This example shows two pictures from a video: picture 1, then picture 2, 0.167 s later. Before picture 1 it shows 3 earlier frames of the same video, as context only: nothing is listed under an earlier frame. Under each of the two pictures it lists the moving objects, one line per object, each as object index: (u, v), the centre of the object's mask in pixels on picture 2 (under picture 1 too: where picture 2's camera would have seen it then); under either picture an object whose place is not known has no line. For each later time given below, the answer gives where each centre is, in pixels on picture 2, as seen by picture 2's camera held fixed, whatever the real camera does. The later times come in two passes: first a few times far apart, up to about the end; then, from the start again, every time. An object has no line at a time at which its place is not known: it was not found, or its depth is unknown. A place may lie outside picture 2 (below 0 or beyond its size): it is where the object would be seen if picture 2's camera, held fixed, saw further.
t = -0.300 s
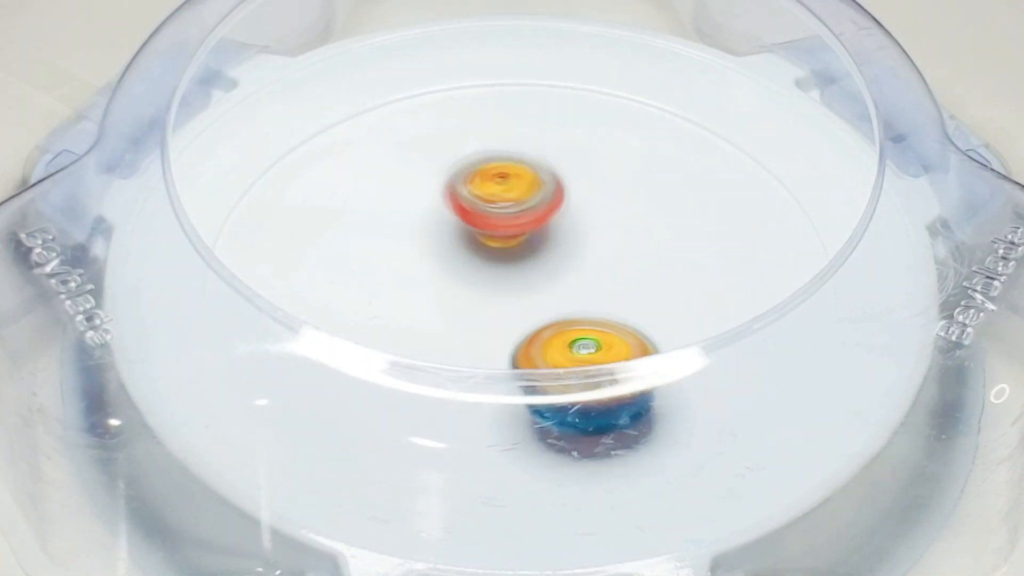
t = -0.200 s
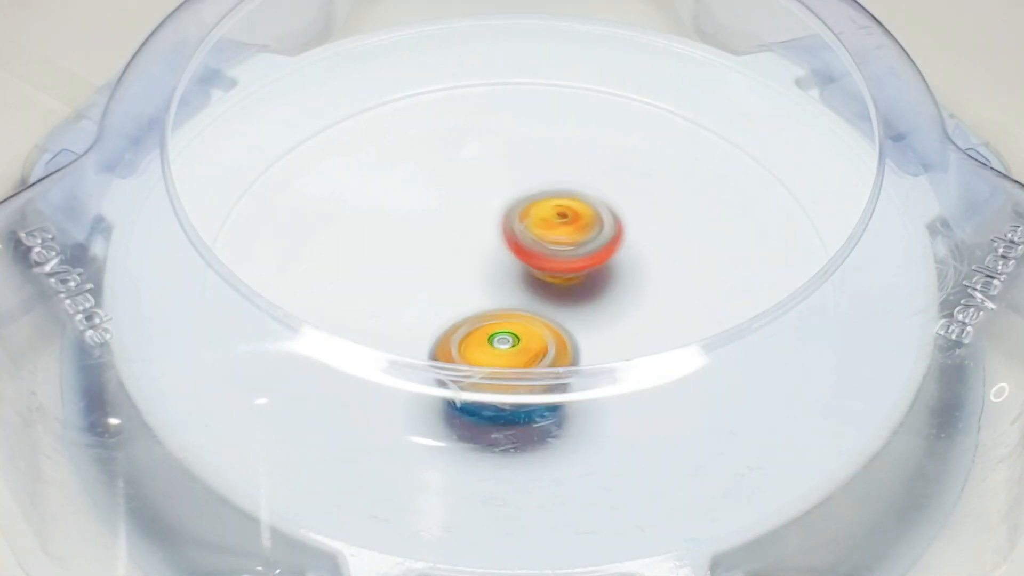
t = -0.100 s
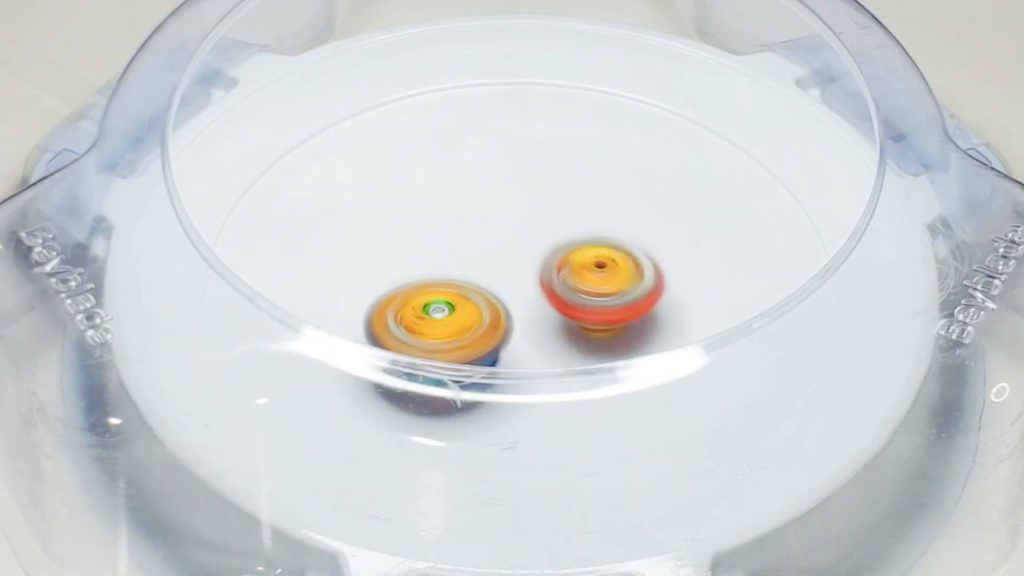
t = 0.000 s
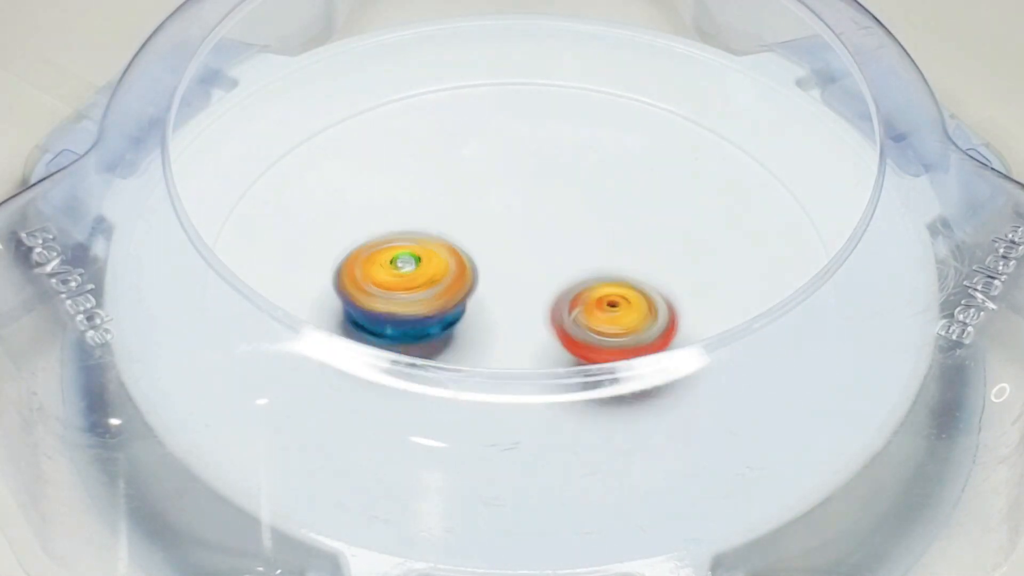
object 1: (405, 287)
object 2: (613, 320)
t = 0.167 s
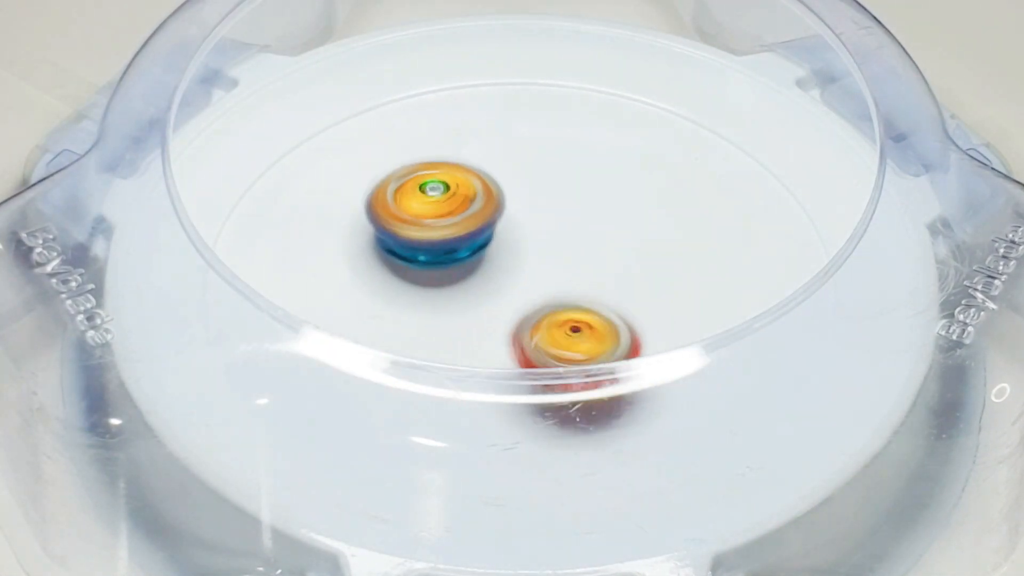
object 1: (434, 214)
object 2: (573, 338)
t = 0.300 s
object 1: (518, 186)
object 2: (529, 325)
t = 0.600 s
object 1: (676, 268)
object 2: (443, 256)
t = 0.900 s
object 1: (526, 370)
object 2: (449, 288)
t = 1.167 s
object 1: (409, 320)
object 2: (466, 237)
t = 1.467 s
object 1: (424, 283)
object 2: (590, 126)
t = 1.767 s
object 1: (439, 252)
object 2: (749, 246)
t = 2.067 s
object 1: (501, 302)
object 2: (599, 399)
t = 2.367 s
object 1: (460, 232)
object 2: (502, 406)
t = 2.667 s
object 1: (549, 83)
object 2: (528, 456)
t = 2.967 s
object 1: (632, 204)
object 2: (580, 299)
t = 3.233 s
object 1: (655, 164)
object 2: (322, 417)
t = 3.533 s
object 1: (603, 312)
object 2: (319, 176)
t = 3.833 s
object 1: (539, 308)
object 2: (446, 240)
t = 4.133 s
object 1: (598, 419)
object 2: (454, 177)
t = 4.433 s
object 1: (494, 324)
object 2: (478, 229)
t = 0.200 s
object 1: (452, 204)
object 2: (560, 337)
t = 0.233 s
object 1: (473, 196)
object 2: (549, 335)
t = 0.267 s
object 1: (495, 190)
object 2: (538, 330)
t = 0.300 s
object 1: (518, 186)
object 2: (529, 325)
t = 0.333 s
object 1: (541, 186)
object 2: (520, 317)
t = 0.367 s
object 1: (563, 188)
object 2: (511, 307)
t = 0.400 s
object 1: (586, 194)
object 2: (503, 298)
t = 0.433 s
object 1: (607, 201)
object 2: (492, 288)
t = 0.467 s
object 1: (626, 210)
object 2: (483, 280)
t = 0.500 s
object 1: (643, 223)
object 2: (472, 272)
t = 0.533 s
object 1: (658, 238)
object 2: (462, 266)
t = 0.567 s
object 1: (669, 252)
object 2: (452, 260)
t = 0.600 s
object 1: (676, 268)
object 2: (443, 256)
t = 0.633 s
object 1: (678, 285)
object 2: (436, 253)
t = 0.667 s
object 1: (674, 297)
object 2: (430, 254)
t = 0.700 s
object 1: (664, 309)
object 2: (426, 254)
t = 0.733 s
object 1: (649, 319)
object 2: (424, 258)
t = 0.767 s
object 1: (632, 343)
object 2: (426, 264)
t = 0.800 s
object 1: (608, 357)
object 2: (428, 270)
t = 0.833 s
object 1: (579, 367)
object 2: (435, 277)
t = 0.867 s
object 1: (550, 368)
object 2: (443, 286)
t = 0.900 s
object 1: (526, 370)
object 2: (449, 288)
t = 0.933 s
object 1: (503, 370)
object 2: (448, 282)
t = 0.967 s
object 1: (480, 403)
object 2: (448, 273)
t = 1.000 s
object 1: (466, 402)
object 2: (448, 267)
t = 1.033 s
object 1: (445, 400)
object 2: (449, 262)
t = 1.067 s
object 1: (437, 362)
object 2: (451, 258)
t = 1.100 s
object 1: (425, 352)
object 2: (452, 254)
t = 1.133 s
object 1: (421, 325)
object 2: (455, 250)
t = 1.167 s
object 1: (409, 320)
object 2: (466, 237)
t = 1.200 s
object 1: (391, 332)
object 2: (486, 212)
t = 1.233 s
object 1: (380, 329)
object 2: (505, 187)
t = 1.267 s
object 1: (379, 315)
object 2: (522, 164)
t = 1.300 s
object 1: (377, 312)
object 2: (537, 148)
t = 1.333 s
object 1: (378, 309)
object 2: (551, 133)
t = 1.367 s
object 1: (384, 305)
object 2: (564, 124)
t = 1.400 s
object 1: (394, 300)
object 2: (575, 120)
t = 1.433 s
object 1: (408, 294)
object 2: (584, 120)
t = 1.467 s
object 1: (424, 283)
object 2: (590, 126)
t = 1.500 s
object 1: (443, 270)
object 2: (594, 136)
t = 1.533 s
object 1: (462, 256)
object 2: (595, 153)
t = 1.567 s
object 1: (482, 245)
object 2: (593, 171)
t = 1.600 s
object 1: (478, 236)
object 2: (619, 185)
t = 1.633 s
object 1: (467, 239)
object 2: (654, 192)
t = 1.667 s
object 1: (456, 239)
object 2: (685, 204)
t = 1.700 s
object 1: (448, 241)
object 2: (713, 220)
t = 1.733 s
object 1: (442, 246)
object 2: (733, 228)
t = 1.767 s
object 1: (439, 252)
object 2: (749, 246)
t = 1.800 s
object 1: (440, 259)
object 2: (752, 265)
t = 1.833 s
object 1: (444, 266)
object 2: (748, 269)
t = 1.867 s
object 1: (450, 273)
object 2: (752, 313)
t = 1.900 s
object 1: (459, 281)
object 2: (731, 312)
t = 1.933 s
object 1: (471, 288)
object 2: (712, 337)
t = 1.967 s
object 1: (483, 296)
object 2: (685, 346)
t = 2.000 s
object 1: (496, 302)
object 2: (650, 355)
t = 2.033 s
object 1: (505, 307)
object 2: (611, 359)
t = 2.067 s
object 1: (501, 302)
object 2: (599, 399)
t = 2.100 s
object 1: (491, 290)
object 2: (588, 413)
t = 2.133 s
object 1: (480, 276)
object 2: (579, 436)
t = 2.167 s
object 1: (470, 265)
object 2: (568, 440)
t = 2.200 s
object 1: (461, 254)
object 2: (555, 445)
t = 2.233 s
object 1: (456, 246)
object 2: (541, 449)
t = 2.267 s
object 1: (452, 240)
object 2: (530, 448)
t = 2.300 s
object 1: (452, 235)
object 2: (519, 436)
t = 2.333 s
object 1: (454, 232)
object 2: (507, 436)
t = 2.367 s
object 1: (460, 232)
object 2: (502, 406)
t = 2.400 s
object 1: (468, 234)
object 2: (504, 360)
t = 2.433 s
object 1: (479, 239)
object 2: (494, 352)
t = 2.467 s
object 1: (491, 239)
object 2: (491, 327)
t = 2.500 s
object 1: (502, 213)
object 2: (495, 342)
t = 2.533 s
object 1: (512, 179)
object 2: (496, 387)
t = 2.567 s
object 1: (521, 147)
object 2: (503, 407)
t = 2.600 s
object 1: (530, 119)
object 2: (506, 443)
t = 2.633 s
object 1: (539, 97)
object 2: (518, 451)
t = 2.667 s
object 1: (549, 83)
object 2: (528, 456)
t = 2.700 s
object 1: (559, 74)
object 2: (540, 463)
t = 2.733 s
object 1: (570, 73)
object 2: (548, 457)
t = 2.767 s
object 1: (581, 79)
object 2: (557, 446)
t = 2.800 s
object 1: (592, 91)
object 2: (563, 440)
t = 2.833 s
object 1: (602, 107)
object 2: (572, 427)
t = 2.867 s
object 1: (612, 129)
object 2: (577, 382)
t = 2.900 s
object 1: (619, 154)
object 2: (583, 344)
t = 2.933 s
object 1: (624, 184)
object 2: (586, 323)
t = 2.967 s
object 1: (632, 204)
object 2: (580, 299)
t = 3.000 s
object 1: (664, 169)
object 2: (527, 346)
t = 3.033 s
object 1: (692, 137)
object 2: (474, 393)
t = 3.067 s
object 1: (713, 111)
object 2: (418, 429)
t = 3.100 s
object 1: (710, 103)
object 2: (372, 443)
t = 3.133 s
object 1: (703, 114)
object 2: (334, 445)
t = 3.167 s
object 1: (690, 125)
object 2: (320, 444)
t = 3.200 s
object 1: (675, 144)
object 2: (319, 427)
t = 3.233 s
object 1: (655, 164)
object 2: (322, 417)
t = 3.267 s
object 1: (632, 187)
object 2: (330, 400)
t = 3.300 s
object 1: (608, 212)
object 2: (365, 345)
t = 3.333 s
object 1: (581, 238)
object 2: (391, 310)
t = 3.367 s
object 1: (552, 265)
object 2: (413, 283)
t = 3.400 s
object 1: (556, 280)
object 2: (398, 255)
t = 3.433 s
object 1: (571, 292)
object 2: (371, 232)
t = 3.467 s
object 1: (584, 302)
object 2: (348, 210)
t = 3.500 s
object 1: (596, 308)
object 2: (331, 193)
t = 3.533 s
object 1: (603, 312)
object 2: (319, 176)
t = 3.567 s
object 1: (606, 314)
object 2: (312, 167)
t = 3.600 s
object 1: (606, 317)
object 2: (312, 158)
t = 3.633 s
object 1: (602, 319)
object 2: (317, 159)
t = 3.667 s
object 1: (596, 319)
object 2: (328, 163)
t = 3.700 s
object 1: (586, 319)
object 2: (344, 173)
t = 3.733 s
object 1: (576, 318)
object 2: (365, 185)
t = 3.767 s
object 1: (563, 316)
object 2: (388, 202)
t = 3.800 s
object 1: (550, 313)
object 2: (416, 225)
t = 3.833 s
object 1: (539, 308)
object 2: (446, 240)
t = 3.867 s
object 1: (553, 321)
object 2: (448, 230)
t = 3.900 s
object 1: (571, 351)
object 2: (443, 211)
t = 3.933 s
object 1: (584, 367)
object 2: (441, 194)
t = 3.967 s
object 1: (599, 399)
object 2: (439, 180)
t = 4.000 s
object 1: (606, 402)
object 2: (438, 170)
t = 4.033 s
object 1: (612, 413)
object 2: (439, 165)
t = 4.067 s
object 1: (614, 431)
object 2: (443, 164)
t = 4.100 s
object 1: (610, 433)
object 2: (448, 165)
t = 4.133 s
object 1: (598, 419)
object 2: (454, 177)
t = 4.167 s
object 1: (584, 410)
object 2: (460, 187)
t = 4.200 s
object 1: (568, 402)
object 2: (468, 201)
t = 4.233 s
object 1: (548, 369)
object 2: (477, 218)
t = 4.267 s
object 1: (531, 349)
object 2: (485, 235)
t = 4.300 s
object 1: (517, 340)
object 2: (491, 251)
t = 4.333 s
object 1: (509, 338)
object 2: (490, 241)
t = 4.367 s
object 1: (504, 337)
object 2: (485, 241)
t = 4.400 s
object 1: (500, 335)
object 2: (480, 234)
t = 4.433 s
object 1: (494, 324)
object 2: (478, 229)
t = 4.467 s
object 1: (489, 319)
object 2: (473, 226)
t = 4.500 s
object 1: (484, 314)
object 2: (468, 223)
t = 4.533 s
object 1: (478, 317)
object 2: (467, 205)
